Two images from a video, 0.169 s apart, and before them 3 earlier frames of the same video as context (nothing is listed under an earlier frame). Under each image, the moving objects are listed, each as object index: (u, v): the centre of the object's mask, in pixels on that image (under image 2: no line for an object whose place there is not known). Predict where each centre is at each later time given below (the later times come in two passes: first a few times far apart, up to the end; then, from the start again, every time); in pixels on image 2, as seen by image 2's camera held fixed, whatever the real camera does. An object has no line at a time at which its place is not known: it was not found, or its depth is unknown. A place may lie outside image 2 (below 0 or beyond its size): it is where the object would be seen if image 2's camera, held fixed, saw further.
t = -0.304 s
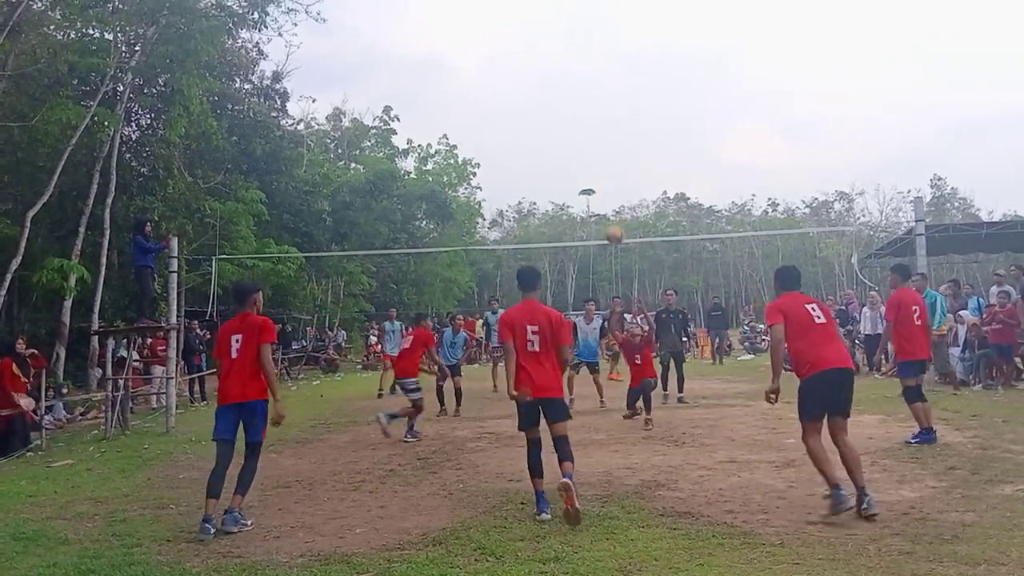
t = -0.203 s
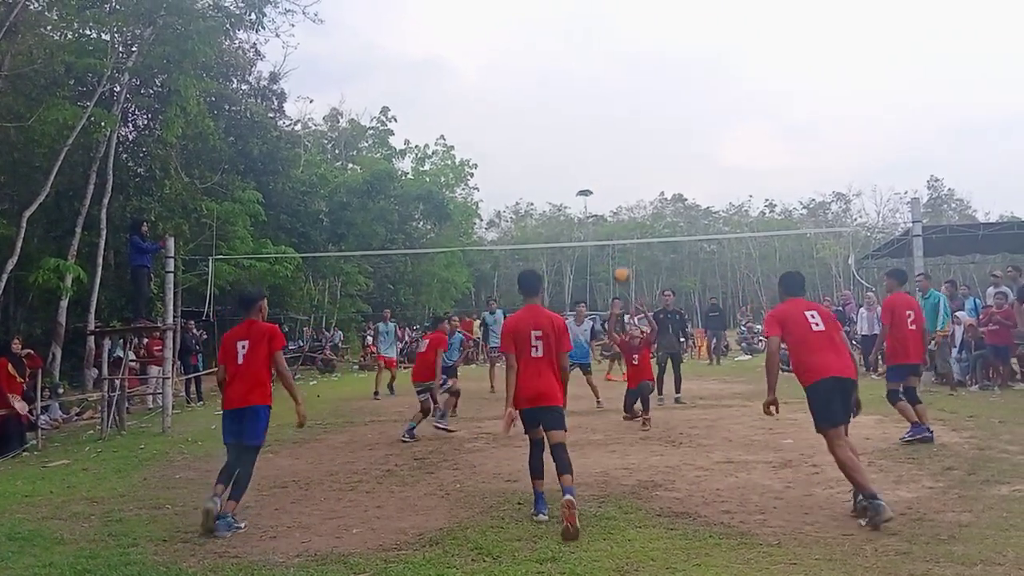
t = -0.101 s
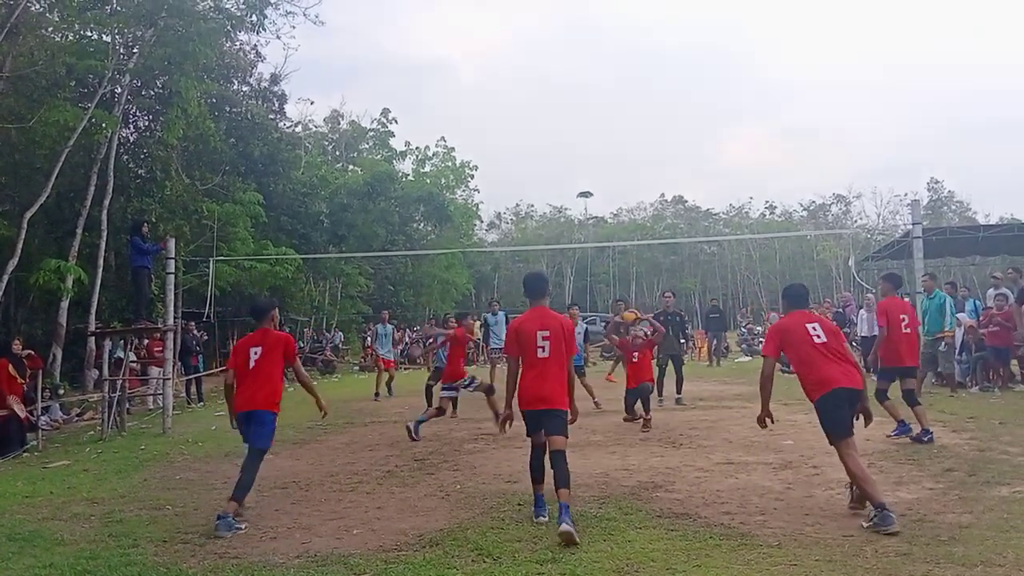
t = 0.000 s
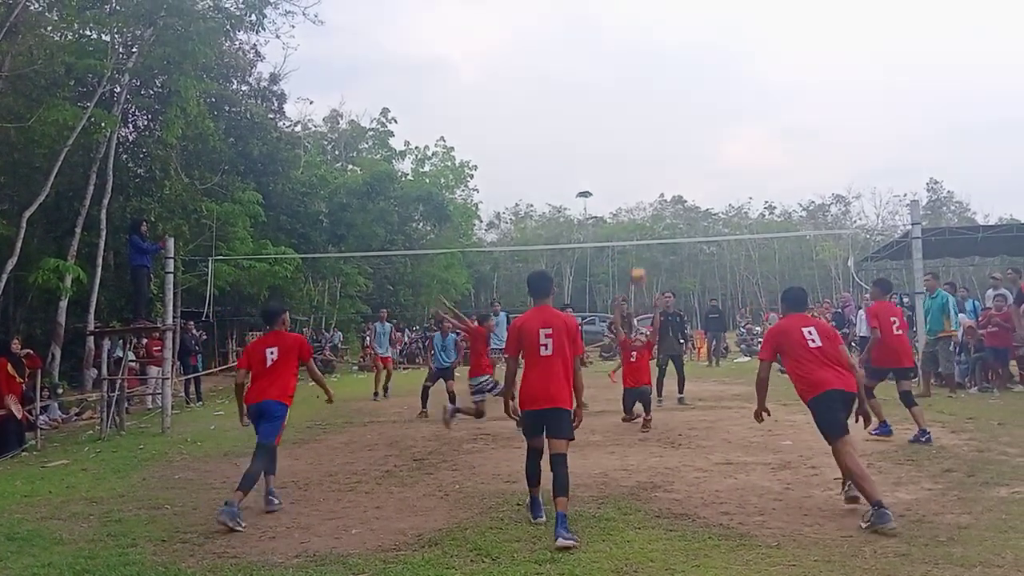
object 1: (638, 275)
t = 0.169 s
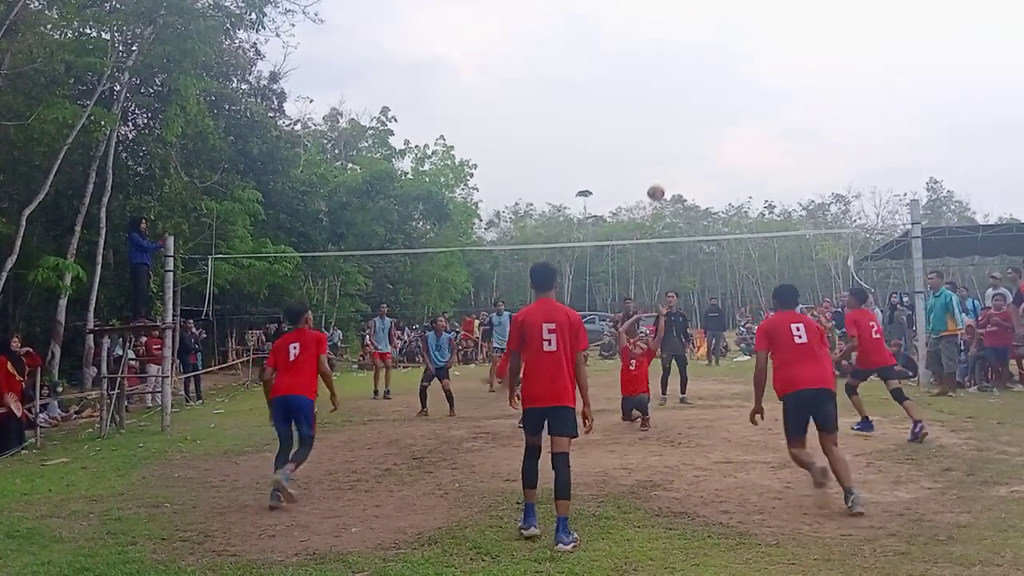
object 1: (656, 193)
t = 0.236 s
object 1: (663, 166)
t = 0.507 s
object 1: (691, 100)
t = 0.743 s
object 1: (716, 89)
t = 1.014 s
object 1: (746, 129)
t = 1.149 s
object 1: (762, 169)
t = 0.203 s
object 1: (659, 179)
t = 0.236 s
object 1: (663, 166)
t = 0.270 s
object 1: (666, 155)
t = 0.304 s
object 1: (669, 144)
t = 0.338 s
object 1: (673, 134)
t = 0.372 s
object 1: (676, 126)
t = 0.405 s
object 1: (680, 118)
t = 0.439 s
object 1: (683, 110)
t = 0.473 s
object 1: (687, 105)
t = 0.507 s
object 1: (691, 100)
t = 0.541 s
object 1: (694, 95)
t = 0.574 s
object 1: (698, 92)
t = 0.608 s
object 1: (701, 90)
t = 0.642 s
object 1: (705, 89)
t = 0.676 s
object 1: (709, 88)
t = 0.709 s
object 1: (712, 88)
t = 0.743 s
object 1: (716, 89)
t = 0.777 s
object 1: (720, 91)
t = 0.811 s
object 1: (724, 94)
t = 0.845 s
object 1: (727, 97)
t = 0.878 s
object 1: (731, 102)
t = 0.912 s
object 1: (735, 108)
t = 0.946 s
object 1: (739, 113)
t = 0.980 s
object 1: (742, 121)
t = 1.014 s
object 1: (746, 129)
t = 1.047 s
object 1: (750, 138)
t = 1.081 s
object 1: (754, 148)
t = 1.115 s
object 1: (758, 158)
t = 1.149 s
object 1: (762, 169)
